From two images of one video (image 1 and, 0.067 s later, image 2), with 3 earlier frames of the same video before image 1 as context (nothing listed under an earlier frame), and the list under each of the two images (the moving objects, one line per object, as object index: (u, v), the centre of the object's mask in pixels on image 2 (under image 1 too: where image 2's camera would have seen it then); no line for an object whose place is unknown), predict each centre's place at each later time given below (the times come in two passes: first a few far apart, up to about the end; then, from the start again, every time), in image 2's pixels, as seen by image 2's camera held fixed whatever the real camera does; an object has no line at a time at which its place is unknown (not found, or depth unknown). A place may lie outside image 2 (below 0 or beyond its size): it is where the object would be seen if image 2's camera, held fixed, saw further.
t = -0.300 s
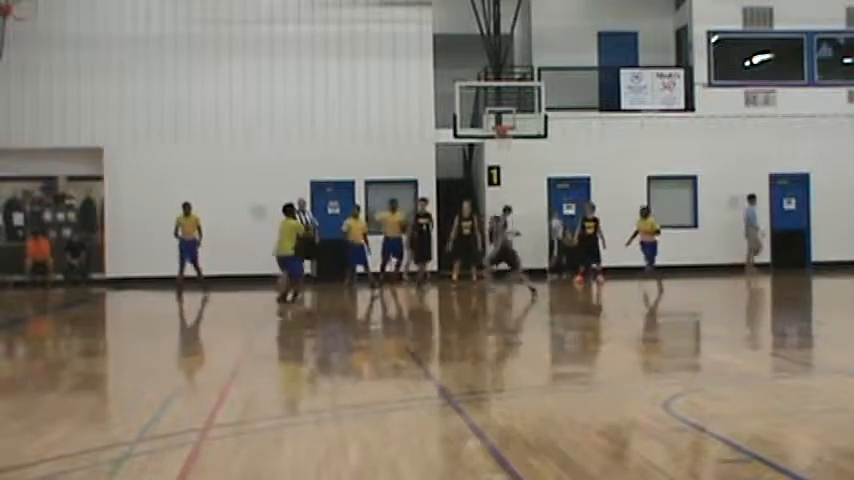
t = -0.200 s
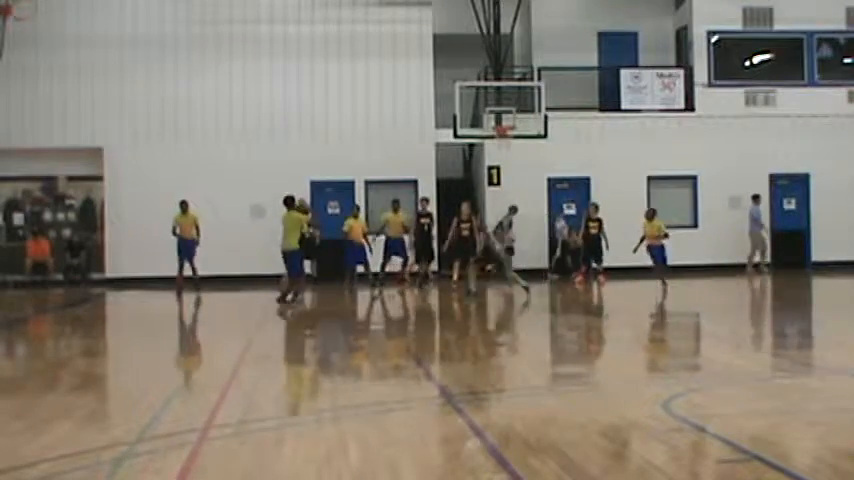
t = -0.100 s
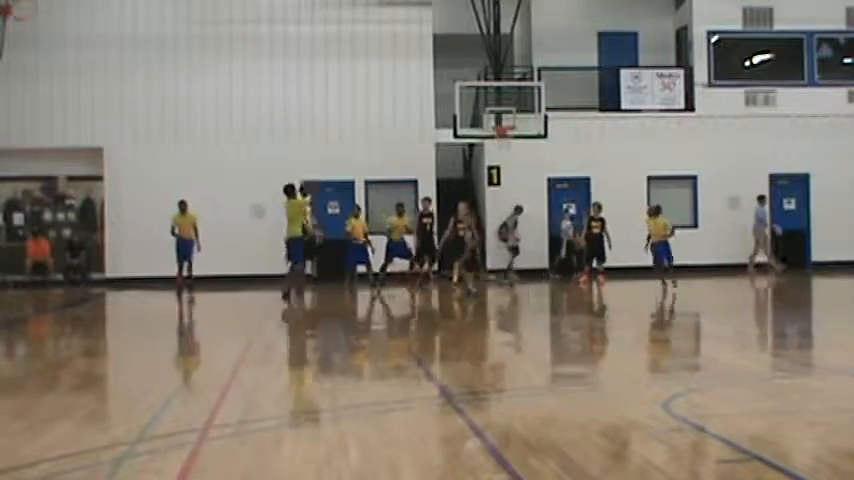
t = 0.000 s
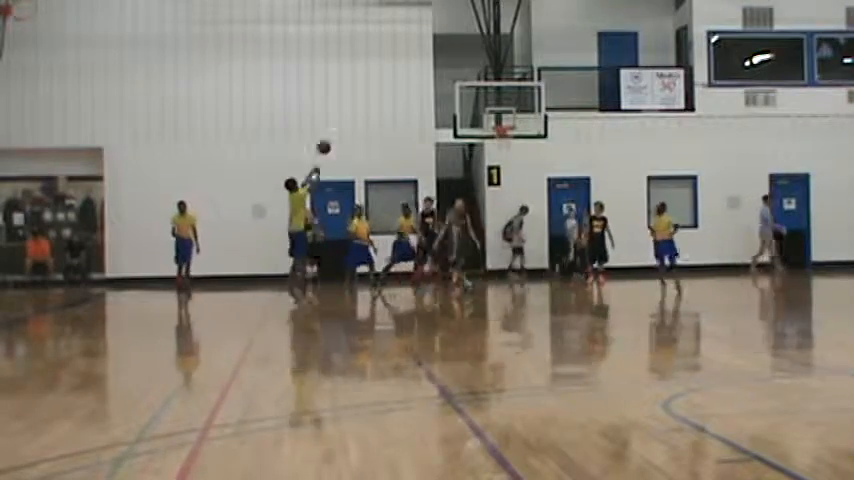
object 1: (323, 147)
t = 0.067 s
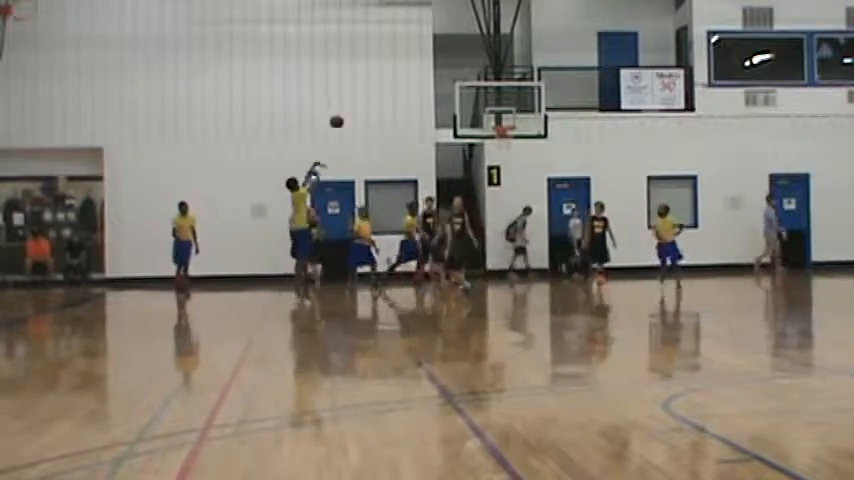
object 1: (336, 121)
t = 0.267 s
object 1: (373, 67)
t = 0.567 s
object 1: (422, 37)
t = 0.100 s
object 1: (342, 110)
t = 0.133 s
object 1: (349, 100)
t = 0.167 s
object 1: (355, 91)
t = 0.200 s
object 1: (361, 82)
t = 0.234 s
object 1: (367, 74)
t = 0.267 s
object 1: (373, 67)
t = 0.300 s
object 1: (378, 61)
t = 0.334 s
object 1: (384, 56)
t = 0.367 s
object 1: (390, 51)
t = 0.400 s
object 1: (395, 47)
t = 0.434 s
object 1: (401, 44)
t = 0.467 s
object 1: (406, 41)
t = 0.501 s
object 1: (411, 39)
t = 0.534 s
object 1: (417, 38)
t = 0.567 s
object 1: (422, 37)
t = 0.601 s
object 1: (426, 37)
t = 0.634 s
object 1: (431, 38)
